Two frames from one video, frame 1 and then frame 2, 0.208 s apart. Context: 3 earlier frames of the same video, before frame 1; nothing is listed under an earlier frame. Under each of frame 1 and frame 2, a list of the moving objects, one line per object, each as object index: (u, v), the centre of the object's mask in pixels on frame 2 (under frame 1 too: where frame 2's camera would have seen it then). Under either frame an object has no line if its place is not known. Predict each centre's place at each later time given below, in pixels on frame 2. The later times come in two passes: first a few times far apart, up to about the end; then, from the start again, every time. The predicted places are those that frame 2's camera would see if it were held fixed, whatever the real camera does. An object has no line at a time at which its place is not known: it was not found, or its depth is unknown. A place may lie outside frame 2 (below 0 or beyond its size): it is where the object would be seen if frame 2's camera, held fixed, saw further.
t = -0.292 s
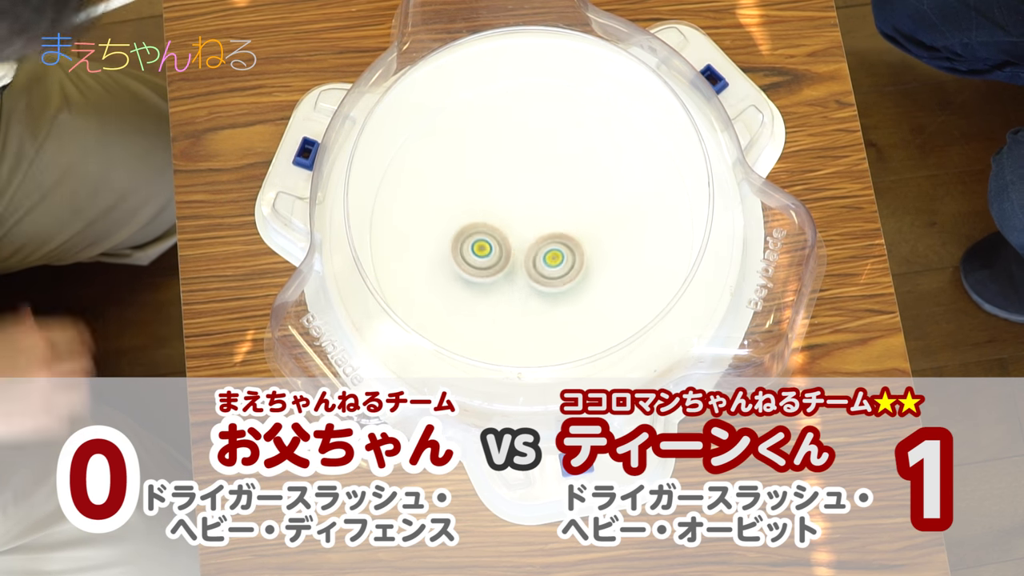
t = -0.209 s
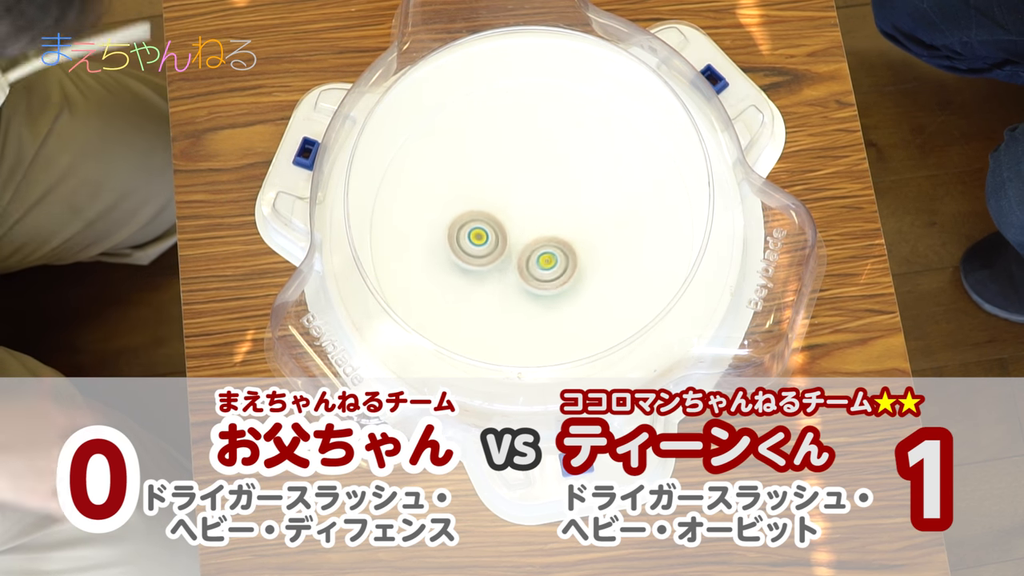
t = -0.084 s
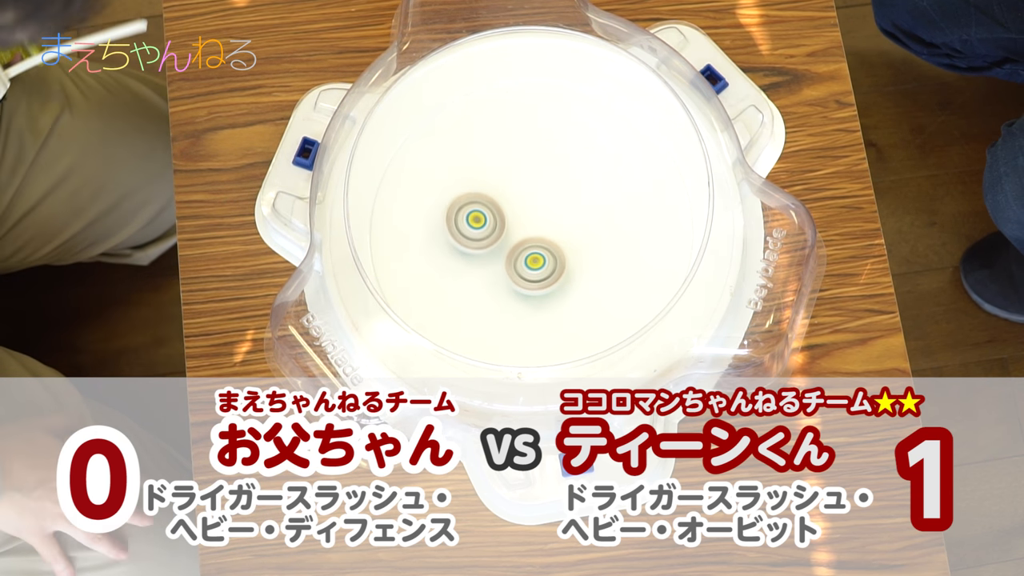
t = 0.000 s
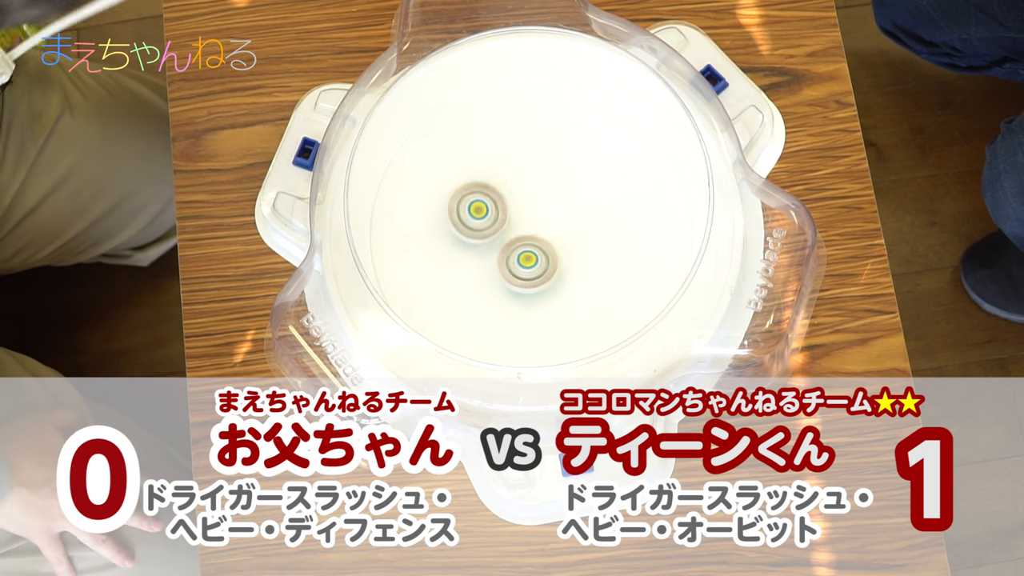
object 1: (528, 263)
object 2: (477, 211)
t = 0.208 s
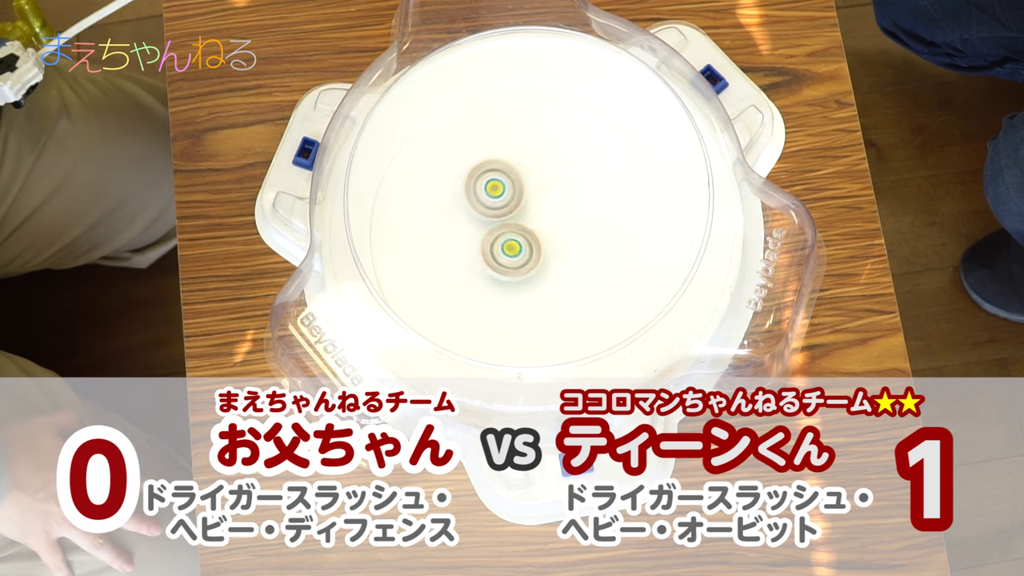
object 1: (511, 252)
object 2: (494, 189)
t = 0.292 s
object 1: (510, 262)
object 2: (501, 171)
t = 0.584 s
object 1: (509, 249)
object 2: (537, 162)
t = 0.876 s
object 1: (518, 230)
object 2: (574, 195)
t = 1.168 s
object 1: (485, 219)
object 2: (627, 241)
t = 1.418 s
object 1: (493, 223)
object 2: (600, 277)
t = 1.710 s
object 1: (522, 224)
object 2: (530, 292)
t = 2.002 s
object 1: (543, 216)
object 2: (478, 263)
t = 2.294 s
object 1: (555, 230)
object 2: (467, 201)
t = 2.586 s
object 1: (545, 245)
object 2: (505, 165)
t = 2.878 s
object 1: (526, 247)
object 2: (564, 184)
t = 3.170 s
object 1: (513, 233)
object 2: (591, 237)
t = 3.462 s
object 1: (514, 220)
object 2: (559, 286)
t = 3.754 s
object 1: (529, 219)
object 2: (502, 286)
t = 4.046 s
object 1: (540, 231)
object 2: (472, 237)
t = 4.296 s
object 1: (541, 244)
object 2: (485, 190)
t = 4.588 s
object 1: (532, 251)
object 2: (536, 173)
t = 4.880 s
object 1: (523, 243)
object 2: (579, 210)
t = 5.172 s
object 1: (504, 230)
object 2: (581, 261)
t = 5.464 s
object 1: (509, 218)
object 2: (529, 281)
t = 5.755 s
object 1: (529, 213)
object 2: (482, 257)
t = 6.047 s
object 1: (550, 227)
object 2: (476, 210)
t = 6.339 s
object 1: (543, 247)
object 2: (521, 188)
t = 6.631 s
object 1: (522, 254)
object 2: (571, 209)
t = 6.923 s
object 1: (513, 236)
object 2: (574, 256)
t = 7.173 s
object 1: (523, 215)
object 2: (544, 282)
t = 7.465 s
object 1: (550, 215)
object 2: (495, 264)
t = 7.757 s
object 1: (562, 229)
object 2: (489, 220)
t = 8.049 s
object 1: (546, 250)
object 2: (527, 189)
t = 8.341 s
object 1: (521, 245)
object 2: (569, 202)
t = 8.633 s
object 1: (511, 215)
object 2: (577, 247)
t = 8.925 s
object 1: (527, 209)
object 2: (534, 272)
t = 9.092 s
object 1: (540, 214)
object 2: (505, 266)
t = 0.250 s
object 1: (510, 258)
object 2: (498, 178)
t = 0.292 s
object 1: (510, 262)
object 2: (501, 171)
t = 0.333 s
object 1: (509, 263)
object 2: (505, 167)
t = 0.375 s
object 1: (508, 261)
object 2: (509, 163)
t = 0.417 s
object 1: (508, 259)
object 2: (514, 161)
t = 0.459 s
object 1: (508, 257)
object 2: (520, 160)
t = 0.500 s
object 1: (508, 254)
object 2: (525, 160)
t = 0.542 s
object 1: (508, 252)
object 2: (531, 160)
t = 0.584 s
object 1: (509, 249)
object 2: (537, 162)
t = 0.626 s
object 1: (510, 245)
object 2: (543, 165)
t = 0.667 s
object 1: (511, 242)
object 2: (548, 168)
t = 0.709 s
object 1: (512, 240)
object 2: (554, 172)
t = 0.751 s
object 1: (514, 237)
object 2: (559, 177)
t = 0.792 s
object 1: (516, 234)
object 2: (564, 183)
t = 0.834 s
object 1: (518, 231)
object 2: (569, 189)
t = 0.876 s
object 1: (518, 230)
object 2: (574, 195)
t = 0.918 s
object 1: (519, 228)
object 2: (579, 200)
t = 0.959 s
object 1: (515, 225)
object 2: (589, 207)
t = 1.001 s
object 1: (500, 222)
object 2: (607, 216)
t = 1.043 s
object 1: (492, 221)
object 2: (618, 223)
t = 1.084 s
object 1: (487, 220)
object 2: (623, 228)
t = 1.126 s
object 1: (486, 220)
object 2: (627, 234)
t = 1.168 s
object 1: (485, 219)
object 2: (627, 241)
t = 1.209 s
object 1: (484, 220)
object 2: (627, 248)
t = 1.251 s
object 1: (485, 220)
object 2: (624, 254)
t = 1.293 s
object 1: (487, 221)
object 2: (620, 261)
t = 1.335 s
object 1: (488, 221)
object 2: (615, 266)
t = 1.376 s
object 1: (491, 222)
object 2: (608, 273)
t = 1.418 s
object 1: (493, 223)
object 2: (600, 277)
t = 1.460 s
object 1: (497, 223)
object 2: (591, 282)
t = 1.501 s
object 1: (501, 224)
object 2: (581, 285)
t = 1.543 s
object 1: (505, 225)
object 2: (571, 287)
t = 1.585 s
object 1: (509, 226)
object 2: (561, 289)
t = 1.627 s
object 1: (514, 227)
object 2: (550, 290)
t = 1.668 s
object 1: (518, 229)
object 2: (540, 289)
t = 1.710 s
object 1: (522, 224)
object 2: (530, 292)
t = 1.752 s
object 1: (526, 218)
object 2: (522, 294)
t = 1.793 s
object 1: (529, 215)
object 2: (512, 292)
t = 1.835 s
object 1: (532, 215)
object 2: (504, 288)
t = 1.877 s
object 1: (535, 214)
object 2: (497, 283)
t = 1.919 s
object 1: (538, 214)
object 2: (490, 276)
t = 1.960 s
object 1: (541, 215)
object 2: (483, 270)
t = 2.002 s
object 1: (543, 216)
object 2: (478, 263)
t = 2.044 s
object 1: (547, 217)
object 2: (474, 254)
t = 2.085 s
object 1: (549, 220)
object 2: (471, 246)
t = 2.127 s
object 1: (553, 221)
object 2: (467, 236)
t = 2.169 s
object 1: (554, 223)
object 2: (466, 227)
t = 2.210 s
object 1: (554, 225)
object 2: (465, 218)
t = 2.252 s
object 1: (555, 228)
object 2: (465, 209)
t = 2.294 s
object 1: (555, 230)
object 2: (467, 201)
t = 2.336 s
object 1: (555, 232)
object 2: (469, 193)
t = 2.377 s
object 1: (555, 235)
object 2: (473, 186)
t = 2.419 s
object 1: (553, 238)
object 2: (478, 179)
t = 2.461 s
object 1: (552, 240)
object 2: (483, 174)
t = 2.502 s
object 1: (550, 242)
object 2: (490, 170)
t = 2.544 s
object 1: (548, 244)
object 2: (498, 167)
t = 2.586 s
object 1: (545, 245)
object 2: (505, 165)
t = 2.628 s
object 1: (543, 246)
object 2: (514, 164)
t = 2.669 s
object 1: (540, 247)
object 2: (523, 165)
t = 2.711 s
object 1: (537, 248)
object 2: (531, 166)
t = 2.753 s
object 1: (534, 248)
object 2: (540, 169)
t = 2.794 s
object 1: (531, 247)
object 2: (548, 173)
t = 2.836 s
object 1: (529, 247)
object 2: (556, 178)
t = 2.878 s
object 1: (526, 247)
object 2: (564, 184)
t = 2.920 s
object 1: (523, 245)
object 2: (571, 191)
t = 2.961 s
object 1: (521, 243)
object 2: (577, 198)
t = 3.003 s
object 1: (519, 242)
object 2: (583, 206)
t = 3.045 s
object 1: (518, 240)
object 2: (586, 213)
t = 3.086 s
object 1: (515, 238)
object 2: (589, 221)
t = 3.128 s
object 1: (514, 235)
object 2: (591, 229)
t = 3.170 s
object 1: (513, 233)
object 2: (591, 237)
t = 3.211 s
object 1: (513, 232)
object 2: (589, 245)
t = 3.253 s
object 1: (511, 230)
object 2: (588, 253)
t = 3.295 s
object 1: (511, 227)
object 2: (583, 262)
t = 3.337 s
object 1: (512, 225)
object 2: (579, 269)
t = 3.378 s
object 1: (513, 223)
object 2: (573, 275)
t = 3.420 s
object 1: (513, 221)
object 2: (566, 281)
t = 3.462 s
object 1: (514, 220)
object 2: (559, 286)
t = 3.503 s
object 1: (516, 218)
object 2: (552, 289)
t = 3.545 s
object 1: (518, 218)
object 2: (543, 293)
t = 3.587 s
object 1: (520, 217)
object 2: (536, 294)
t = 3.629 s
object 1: (522, 218)
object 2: (527, 295)
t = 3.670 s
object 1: (524, 217)
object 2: (518, 293)
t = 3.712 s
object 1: (526, 217)
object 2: (510, 290)
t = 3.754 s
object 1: (529, 219)
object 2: (502, 286)
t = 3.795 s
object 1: (531, 220)
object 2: (494, 282)
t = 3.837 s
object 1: (533, 222)
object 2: (488, 276)
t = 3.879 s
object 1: (534, 223)
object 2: (484, 269)
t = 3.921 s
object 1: (537, 225)
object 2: (479, 261)
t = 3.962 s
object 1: (538, 227)
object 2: (475, 254)
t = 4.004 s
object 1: (539, 230)
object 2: (473, 245)
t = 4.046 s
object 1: (540, 231)
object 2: (472, 237)
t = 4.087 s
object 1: (542, 233)
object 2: (471, 228)
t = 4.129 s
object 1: (543, 235)
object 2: (471, 219)
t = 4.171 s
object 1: (543, 238)
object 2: (473, 211)
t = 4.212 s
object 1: (542, 240)
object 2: (477, 203)
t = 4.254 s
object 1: (542, 242)
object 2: (480, 197)
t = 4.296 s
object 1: (541, 244)
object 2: (485, 190)
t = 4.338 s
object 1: (541, 245)
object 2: (491, 184)
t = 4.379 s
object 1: (540, 247)
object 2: (497, 180)
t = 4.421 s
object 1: (538, 249)
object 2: (504, 176)
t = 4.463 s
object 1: (536, 249)
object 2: (512, 174)
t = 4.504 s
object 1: (535, 250)
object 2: (520, 172)
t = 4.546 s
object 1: (534, 250)
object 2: (528, 172)
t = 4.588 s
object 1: (532, 251)
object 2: (536, 173)
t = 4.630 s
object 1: (530, 251)
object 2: (544, 176)
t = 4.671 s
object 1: (529, 250)
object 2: (552, 178)
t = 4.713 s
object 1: (527, 249)
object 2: (559, 184)
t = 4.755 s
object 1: (526, 248)
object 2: (565, 189)
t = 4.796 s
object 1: (525, 246)
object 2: (571, 195)
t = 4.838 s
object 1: (524, 245)
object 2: (576, 202)
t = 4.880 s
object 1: (523, 243)
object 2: (579, 210)
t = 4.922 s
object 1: (522, 241)
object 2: (582, 217)
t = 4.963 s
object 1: (518, 239)
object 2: (587, 225)
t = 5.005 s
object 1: (511, 237)
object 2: (591, 231)
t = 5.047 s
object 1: (509, 236)
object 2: (592, 238)
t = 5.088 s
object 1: (507, 234)
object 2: (589, 246)
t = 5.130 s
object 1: (505, 232)
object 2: (586, 254)
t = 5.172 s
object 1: (504, 230)
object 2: (581, 261)
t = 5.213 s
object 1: (503, 227)
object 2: (574, 266)
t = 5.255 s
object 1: (503, 226)
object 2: (568, 271)
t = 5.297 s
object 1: (503, 224)
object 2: (561, 275)
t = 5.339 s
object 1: (504, 222)
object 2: (554, 278)
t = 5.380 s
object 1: (505, 221)
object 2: (546, 281)
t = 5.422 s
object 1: (507, 219)
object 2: (537, 281)
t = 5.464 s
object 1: (509, 218)
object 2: (529, 281)
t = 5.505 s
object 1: (511, 218)
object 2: (520, 280)
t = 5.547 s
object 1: (514, 213)
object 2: (513, 280)
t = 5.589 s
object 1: (518, 211)
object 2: (504, 279)
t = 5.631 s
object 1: (521, 211)
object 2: (498, 274)
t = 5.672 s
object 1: (524, 211)
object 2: (492, 270)
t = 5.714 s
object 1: (526, 211)
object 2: (486, 264)
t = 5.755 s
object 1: (529, 213)
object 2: (482, 257)
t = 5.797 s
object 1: (532, 214)
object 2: (478, 250)
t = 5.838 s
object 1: (538, 215)
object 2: (473, 244)
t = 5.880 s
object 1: (542, 217)
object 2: (470, 237)
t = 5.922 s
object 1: (545, 219)
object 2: (471, 230)
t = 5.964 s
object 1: (547, 221)
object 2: (471, 223)
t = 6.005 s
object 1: (549, 224)
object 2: (472, 217)
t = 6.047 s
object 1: (550, 227)
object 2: (476, 210)
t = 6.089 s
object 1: (551, 230)
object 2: (480, 204)
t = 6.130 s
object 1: (551, 233)
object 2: (485, 199)
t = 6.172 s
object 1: (550, 237)
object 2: (491, 194)
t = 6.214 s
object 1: (549, 240)
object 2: (498, 192)
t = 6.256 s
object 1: (548, 243)
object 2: (505, 189)
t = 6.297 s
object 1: (546, 245)
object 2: (513, 188)
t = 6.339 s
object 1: (543, 247)
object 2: (521, 188)
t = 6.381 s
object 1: (540, 249)
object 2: (529, 188)
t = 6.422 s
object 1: (537, 253)
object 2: (536, 187)
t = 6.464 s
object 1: (533, 254)
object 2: (545, 189)
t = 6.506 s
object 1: (531, 255)
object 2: (552, 194)
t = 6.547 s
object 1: (528, 254)
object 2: (559, 198)
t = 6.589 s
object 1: (525, 255)
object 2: (565, 203)
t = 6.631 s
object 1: (522, 254)
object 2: (571, 209)
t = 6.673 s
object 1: (520, 252)
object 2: (575, 216)
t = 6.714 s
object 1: (517, 249)
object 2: (578, 222)
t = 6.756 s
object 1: (515, 248)
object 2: (580, 229)
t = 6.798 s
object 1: (514, 245)
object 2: (581, 236)
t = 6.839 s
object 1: (513, 242)
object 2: (580, 243)
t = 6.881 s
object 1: (513, 239)
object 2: (578, 250)
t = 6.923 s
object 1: (513, 236)
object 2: (574, 256)
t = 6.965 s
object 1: (515, 232)
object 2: (571, 262)
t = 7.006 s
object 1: (515, 228)
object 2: (567, 269)
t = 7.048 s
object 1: (516, 223)
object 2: (562, 274)
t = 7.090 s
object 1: (518, 220)
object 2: (556, 278)
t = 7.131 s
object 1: (520, 218)
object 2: (550, 280)
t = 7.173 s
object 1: (523, 215)
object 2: (544, 282)
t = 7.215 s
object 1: (526, 214)
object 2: (537, 282)
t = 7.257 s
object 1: (529, 214)
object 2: (529, 281)
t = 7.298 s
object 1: (532, 214)
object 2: (522, 279)
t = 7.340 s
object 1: (536, 214)
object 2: (515, 276)
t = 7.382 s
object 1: (539, 215)
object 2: (509, 271)
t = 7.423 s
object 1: (542, 217)
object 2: (504, 266)
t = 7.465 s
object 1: (550, 215)
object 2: (495, 264)
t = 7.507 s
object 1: (555, 215)
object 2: (488, 261)
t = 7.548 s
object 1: (558, 217)
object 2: (486, 256)
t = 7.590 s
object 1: (560, 218)
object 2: (484, 248)
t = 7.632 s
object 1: (561, 221)
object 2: (484, 241)
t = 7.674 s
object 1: (562, 224)
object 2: (484, 234)
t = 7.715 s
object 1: (562, 226)
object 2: (486, 227)
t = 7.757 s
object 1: (562, 229)
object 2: (489, 220)
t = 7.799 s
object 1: (561, 232)
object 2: (494, 214)
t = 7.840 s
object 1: (558, 235)
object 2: (499, 208)
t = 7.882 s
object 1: (556, 238)
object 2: (504, 203)
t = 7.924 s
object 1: (556, 243)
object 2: (507, 197)
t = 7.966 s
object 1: (553, 247)
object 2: (512, 193)
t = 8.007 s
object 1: (550, 248)
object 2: (519, 190)
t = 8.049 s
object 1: (546, 250)
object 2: (527, 189)
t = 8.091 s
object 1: (542, 252)
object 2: (534, 186)
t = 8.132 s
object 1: (538, 254)
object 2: (541, 185)
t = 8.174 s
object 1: (534, 253)
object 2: (547, 185)
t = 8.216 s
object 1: (531, 252)
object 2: (553, 188)
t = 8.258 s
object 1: (527, 250)
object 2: (559, 192)
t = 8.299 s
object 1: (524, 248)
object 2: (564, 196)
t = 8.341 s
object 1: (521, 245)
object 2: (569, 202)
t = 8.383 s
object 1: (519, 242)
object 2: (573, 208)
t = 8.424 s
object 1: (516, 238)
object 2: (577, 213)
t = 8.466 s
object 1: (514, 234)
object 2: (578, 219)
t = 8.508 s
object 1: (514, 230)
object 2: (578, 226)
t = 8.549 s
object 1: (515, 227)
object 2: (578, 232)
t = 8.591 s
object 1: (515, 222)
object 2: (577, 239)
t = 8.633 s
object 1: (511, 215)
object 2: (577, 247)
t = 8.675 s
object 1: (511, 211)
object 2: (574, 253)
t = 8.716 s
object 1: (513, 210)
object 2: (570, 258)
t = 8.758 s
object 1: (515, 208)
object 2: (564, 264)
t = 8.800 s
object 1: (518, 207)
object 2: (557, 268)
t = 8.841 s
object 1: (521, 207)
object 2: (550, 270)
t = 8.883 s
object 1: (524, 208)
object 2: (542, 272)
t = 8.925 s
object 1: (527, 209)
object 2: (534, 272)
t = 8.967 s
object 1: (530, 209)
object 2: (526, 271)
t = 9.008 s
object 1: (534, 210)
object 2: (518, 271)
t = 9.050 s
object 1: (537, 213)
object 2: (512, 269)
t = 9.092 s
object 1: (540, 214)
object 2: (505, 266)
